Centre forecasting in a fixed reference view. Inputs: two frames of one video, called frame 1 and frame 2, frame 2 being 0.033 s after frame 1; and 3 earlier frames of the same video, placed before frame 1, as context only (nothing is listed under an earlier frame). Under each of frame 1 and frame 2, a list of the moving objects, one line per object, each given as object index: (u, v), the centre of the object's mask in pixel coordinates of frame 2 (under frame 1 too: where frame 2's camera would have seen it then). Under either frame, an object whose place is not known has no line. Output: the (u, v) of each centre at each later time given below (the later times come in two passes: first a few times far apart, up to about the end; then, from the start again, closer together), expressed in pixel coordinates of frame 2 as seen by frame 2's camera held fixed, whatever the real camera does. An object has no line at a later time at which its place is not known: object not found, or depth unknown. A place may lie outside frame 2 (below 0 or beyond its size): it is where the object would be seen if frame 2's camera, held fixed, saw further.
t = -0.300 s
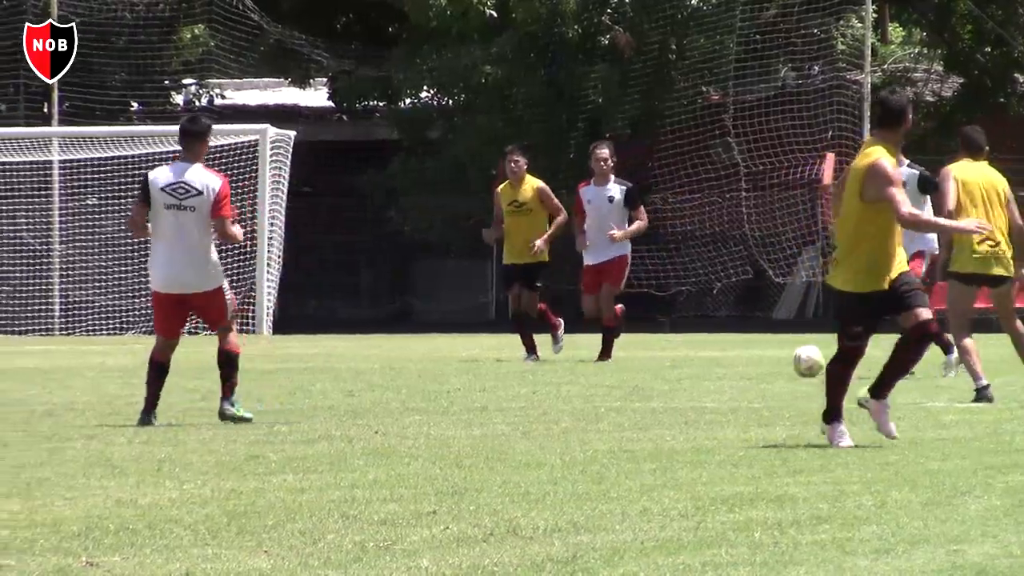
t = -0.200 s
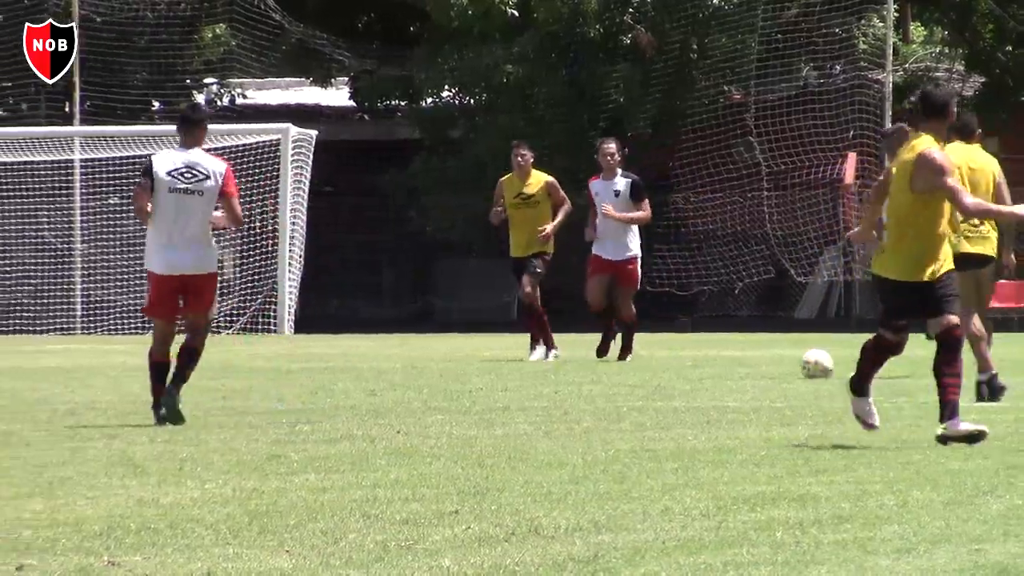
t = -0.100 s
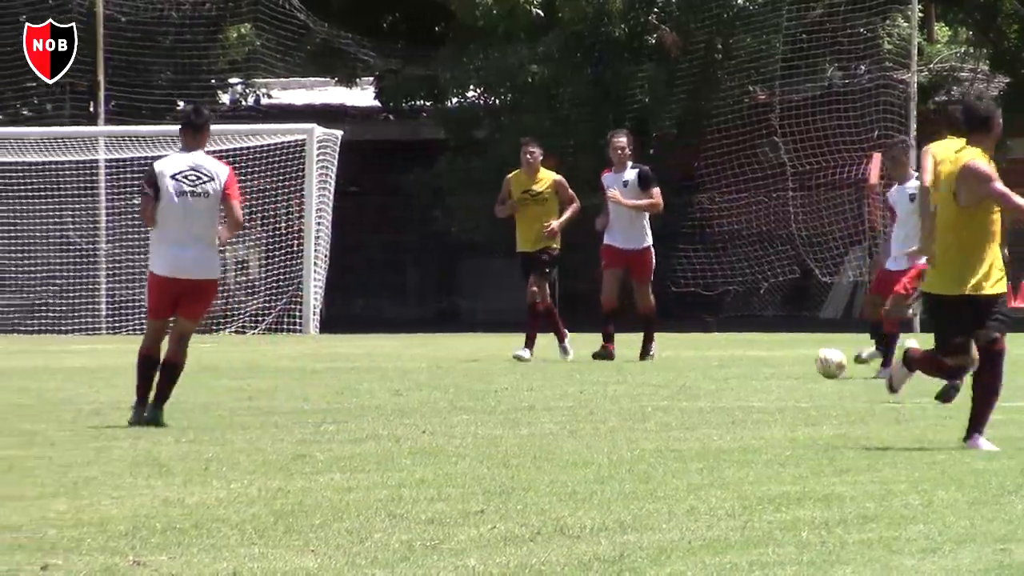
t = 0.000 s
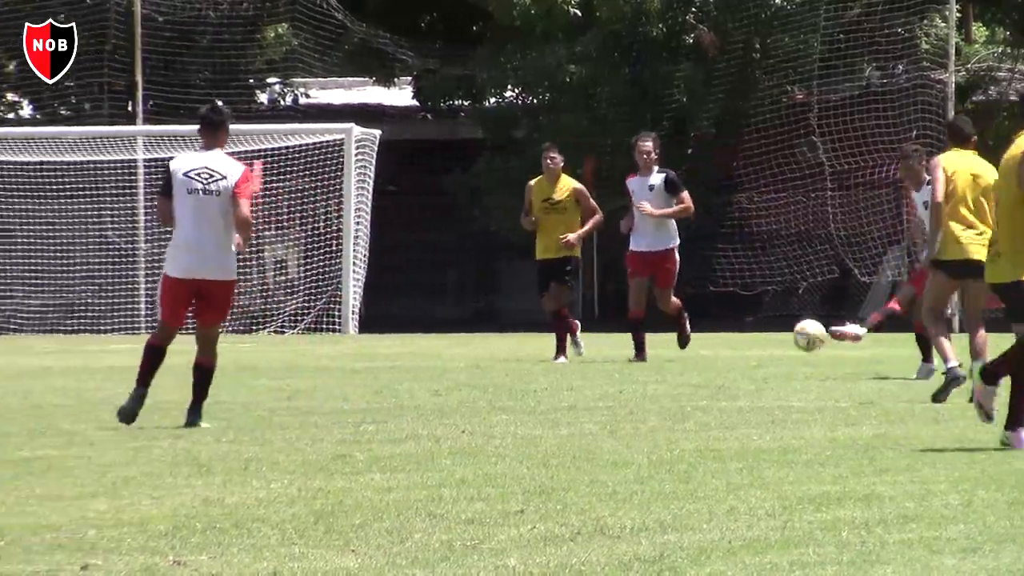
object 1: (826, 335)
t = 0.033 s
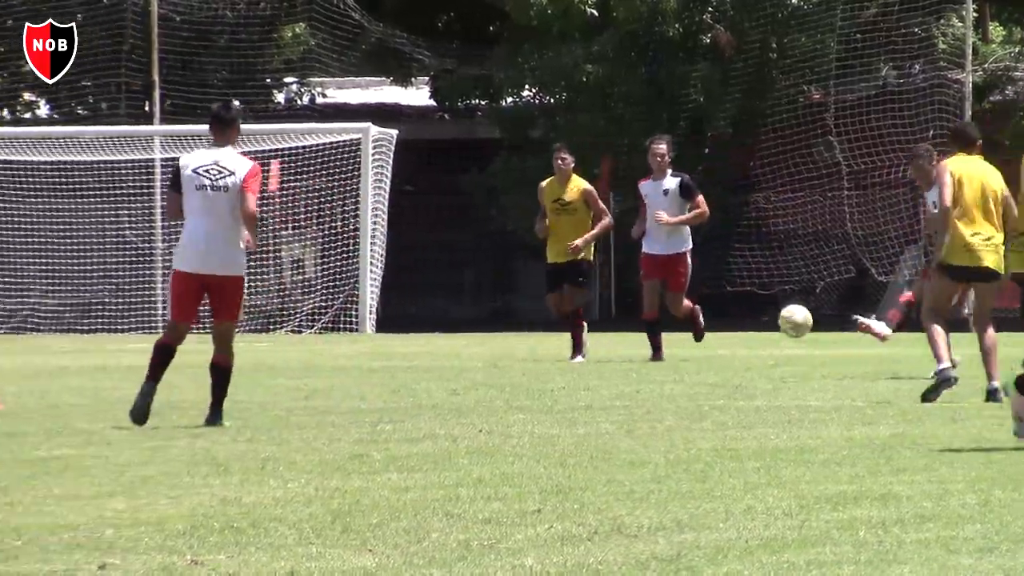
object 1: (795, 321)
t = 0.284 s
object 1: (561, 290)
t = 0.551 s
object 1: (309, 390)
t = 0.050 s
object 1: (780, 315)
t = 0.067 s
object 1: (764, 310)
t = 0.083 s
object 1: (749, 305)
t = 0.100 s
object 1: (734, 301)
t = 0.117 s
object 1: (719, 297)
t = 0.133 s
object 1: (703, 293)
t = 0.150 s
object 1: (688, 291)
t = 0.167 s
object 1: (672, 288)
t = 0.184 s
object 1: (657, 287)
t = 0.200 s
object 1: (641, 286)
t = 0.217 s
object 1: (625, 285)
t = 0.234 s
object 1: (609, 285)
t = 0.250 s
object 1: (593, 286)
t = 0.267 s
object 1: (577, 288)
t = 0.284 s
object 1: (561, 290)
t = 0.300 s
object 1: (544, 293)
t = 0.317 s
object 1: (528, 297)
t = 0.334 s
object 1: (513, 302)
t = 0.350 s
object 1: (497, 307)
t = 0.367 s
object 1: (480, 313)
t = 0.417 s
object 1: (433, 336)
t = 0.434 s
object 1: (417, 345)
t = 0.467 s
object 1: (385, 367)
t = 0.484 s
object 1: (369, 379)
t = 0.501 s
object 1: (353, 392)
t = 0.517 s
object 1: (337, 397)
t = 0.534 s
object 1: (323, 394)
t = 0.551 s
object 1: (309, 390)
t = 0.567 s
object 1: (295, 385)
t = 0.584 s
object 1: (280, 382)
